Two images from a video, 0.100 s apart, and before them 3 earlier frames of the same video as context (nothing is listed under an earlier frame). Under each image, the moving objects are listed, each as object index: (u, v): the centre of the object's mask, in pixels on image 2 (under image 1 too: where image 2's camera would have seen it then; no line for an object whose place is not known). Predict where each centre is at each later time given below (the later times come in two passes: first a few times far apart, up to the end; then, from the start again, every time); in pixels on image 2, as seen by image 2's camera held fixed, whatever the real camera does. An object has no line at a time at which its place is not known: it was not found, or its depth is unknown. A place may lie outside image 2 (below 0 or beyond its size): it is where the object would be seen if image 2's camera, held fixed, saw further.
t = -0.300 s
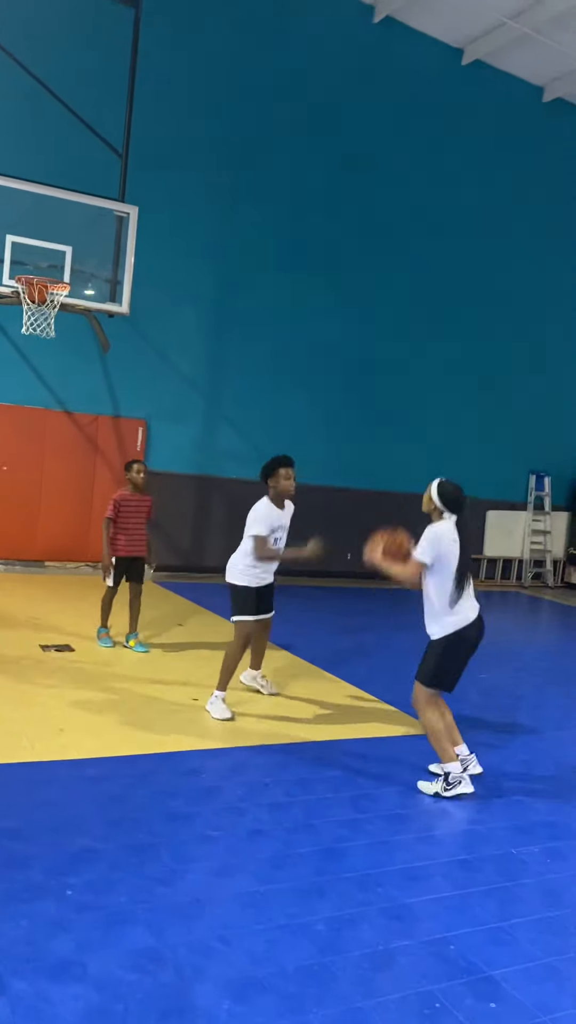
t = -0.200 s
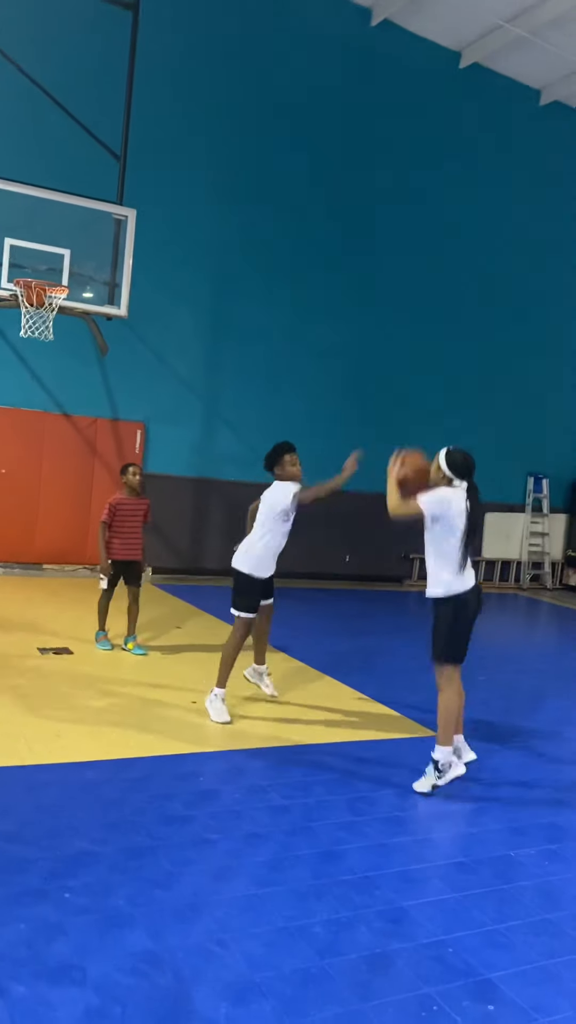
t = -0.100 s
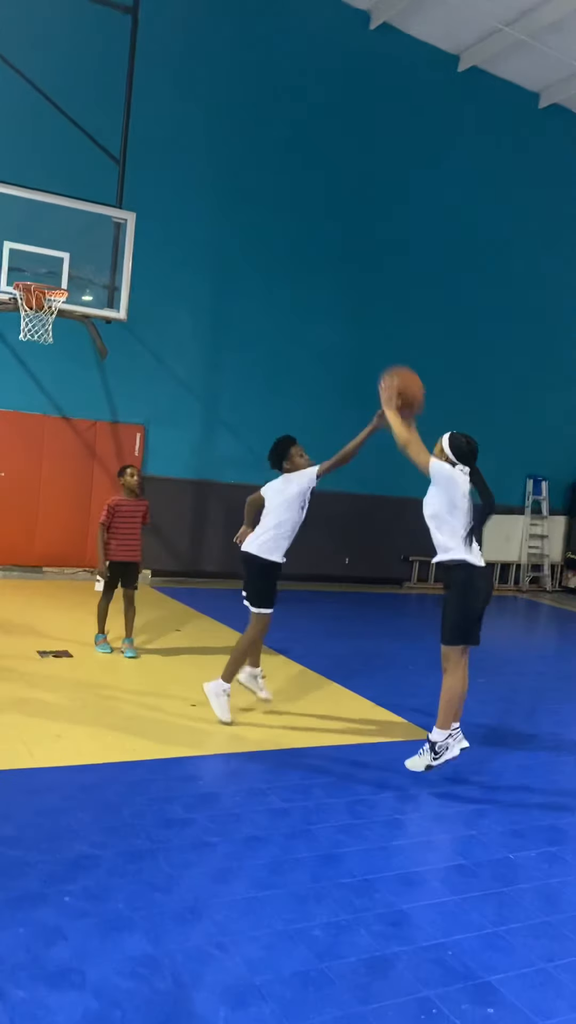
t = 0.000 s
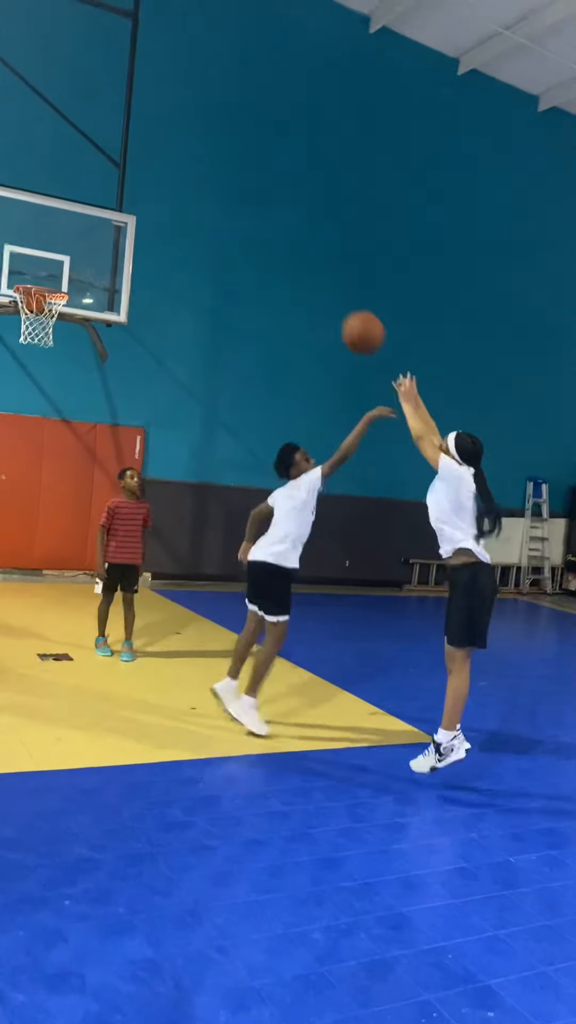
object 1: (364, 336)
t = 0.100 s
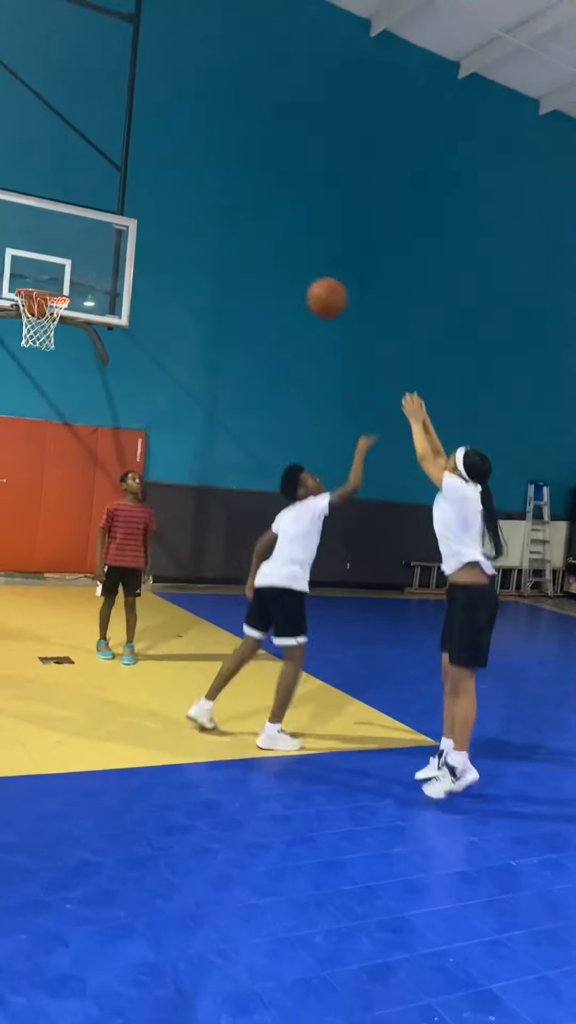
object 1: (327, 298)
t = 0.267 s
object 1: (268, 276)
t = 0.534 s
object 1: (184, 326)
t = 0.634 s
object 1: (155, 366)
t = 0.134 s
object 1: (315, 289)
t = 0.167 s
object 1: (303, 283)
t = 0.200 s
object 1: (291, 279)
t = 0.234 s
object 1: (280, 276)
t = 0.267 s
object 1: (268, 276)
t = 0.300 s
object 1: (257, 277)
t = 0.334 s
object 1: (246, 280)
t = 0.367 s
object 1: (236, 284)
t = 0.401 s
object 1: (225, 290)
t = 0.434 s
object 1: (215, 298)
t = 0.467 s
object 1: (205, 306)
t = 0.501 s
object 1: (194, 315)
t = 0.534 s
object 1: (184, 326)
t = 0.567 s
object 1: (174, 338)
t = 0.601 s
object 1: (165, 352)
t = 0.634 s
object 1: (155, 366)
